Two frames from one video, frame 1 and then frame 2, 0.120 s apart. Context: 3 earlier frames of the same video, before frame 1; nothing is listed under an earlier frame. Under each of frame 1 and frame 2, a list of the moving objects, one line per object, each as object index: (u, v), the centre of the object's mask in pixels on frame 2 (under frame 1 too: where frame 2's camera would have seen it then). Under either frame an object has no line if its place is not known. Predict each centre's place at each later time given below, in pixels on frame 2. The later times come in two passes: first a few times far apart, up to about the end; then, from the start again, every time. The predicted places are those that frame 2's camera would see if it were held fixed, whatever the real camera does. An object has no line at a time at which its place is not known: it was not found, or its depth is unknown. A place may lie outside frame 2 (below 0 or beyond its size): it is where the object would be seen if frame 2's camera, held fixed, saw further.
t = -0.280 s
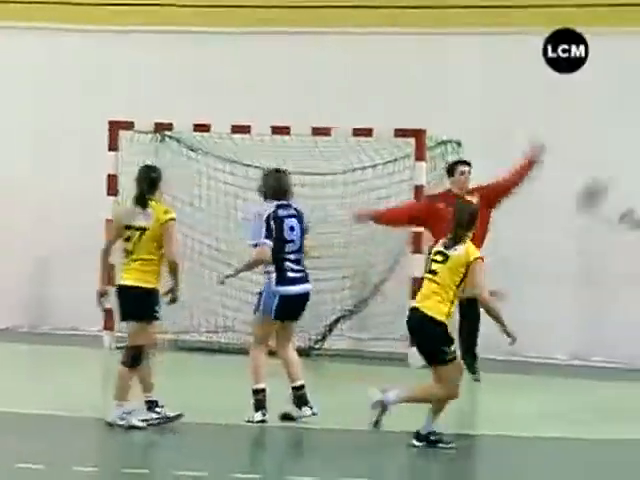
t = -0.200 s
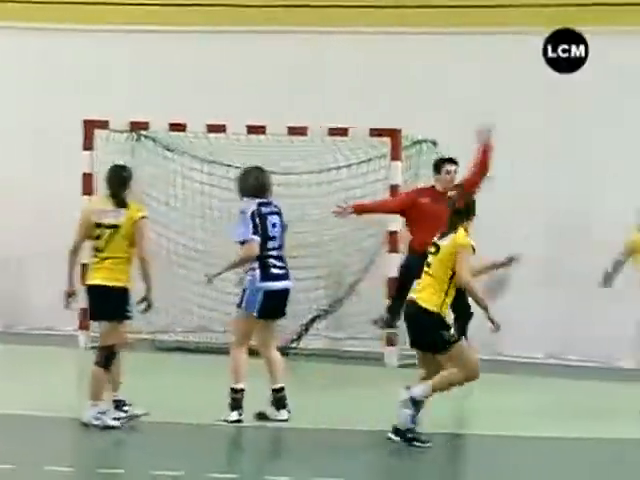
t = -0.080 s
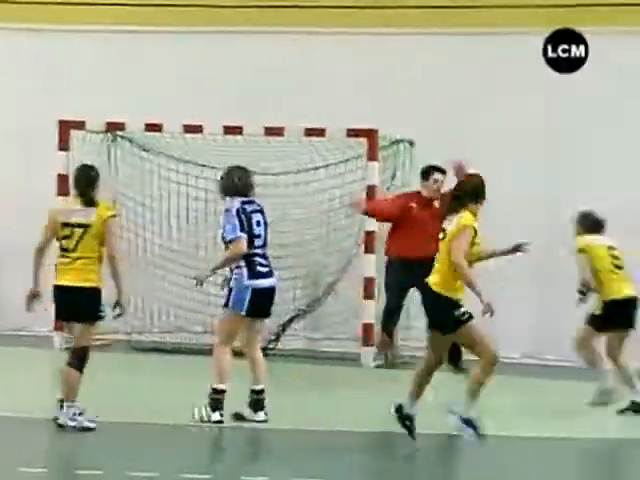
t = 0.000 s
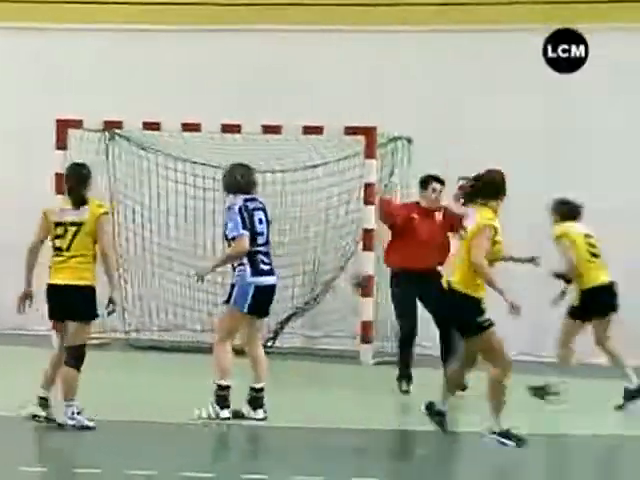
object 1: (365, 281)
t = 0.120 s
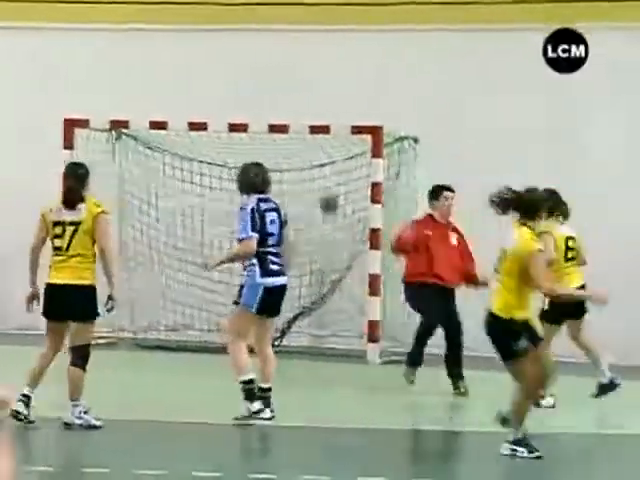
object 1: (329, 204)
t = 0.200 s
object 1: (304, 164)
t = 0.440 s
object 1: (234, 89)
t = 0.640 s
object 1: (178, 68)
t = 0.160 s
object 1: (316, 183)
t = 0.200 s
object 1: (304, 164)
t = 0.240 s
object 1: (292, 148)
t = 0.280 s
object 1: (280, 135)
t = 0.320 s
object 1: (269, 123)
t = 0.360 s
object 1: (257, 112)
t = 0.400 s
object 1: (245, 99)
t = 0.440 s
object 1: (234, 89)
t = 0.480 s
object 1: (222, 81)
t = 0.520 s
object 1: (211, 75)
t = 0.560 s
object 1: (200, 71)
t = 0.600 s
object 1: (189, 69)
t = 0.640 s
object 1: (178, 68)
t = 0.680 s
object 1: (167, 70)
